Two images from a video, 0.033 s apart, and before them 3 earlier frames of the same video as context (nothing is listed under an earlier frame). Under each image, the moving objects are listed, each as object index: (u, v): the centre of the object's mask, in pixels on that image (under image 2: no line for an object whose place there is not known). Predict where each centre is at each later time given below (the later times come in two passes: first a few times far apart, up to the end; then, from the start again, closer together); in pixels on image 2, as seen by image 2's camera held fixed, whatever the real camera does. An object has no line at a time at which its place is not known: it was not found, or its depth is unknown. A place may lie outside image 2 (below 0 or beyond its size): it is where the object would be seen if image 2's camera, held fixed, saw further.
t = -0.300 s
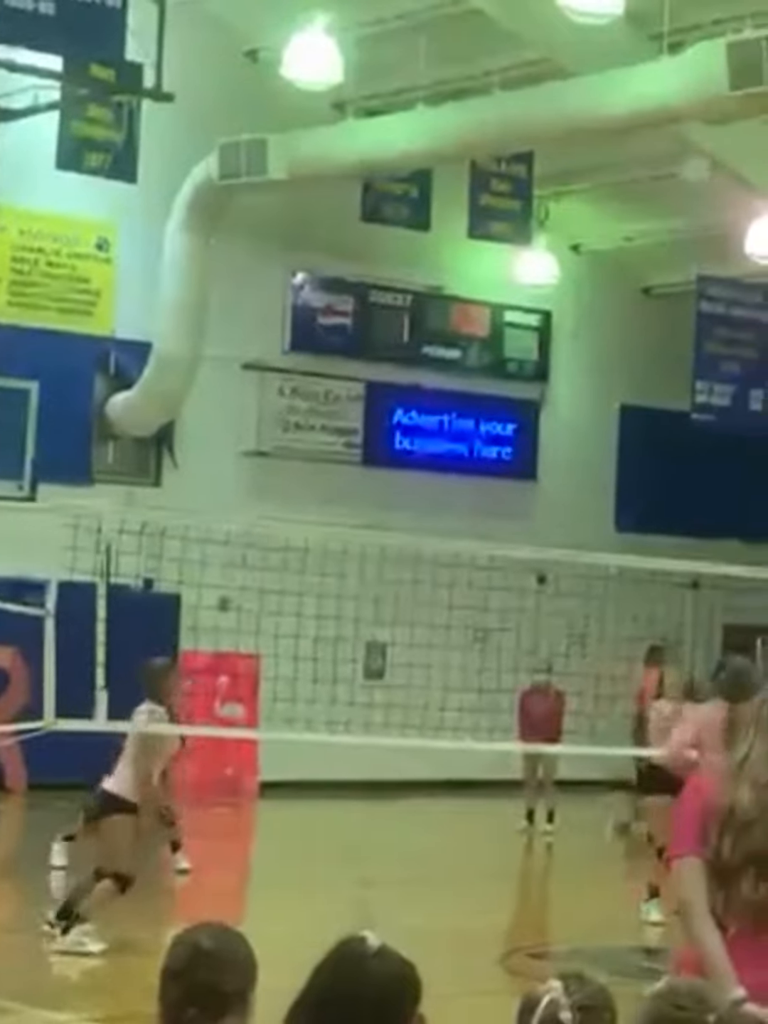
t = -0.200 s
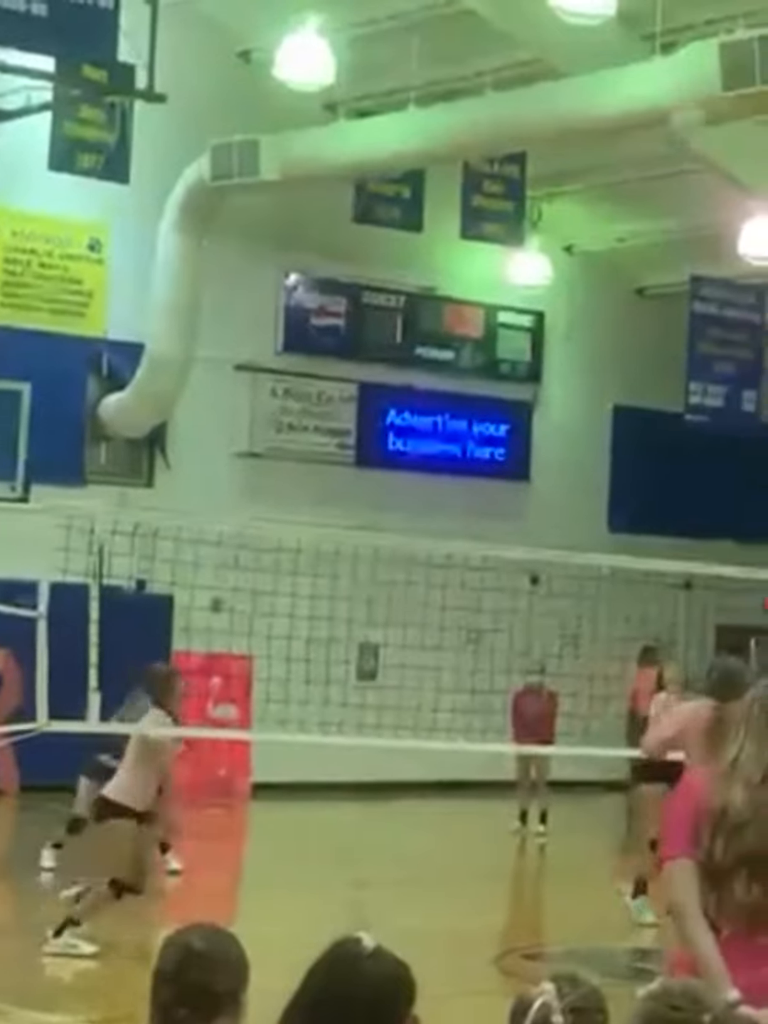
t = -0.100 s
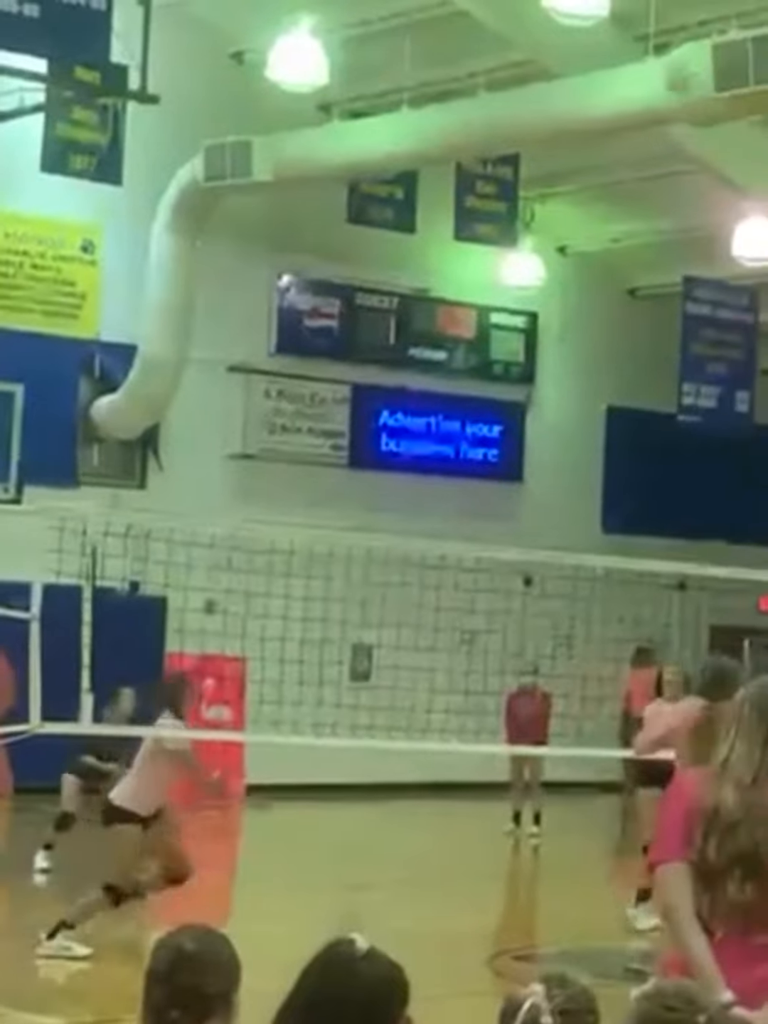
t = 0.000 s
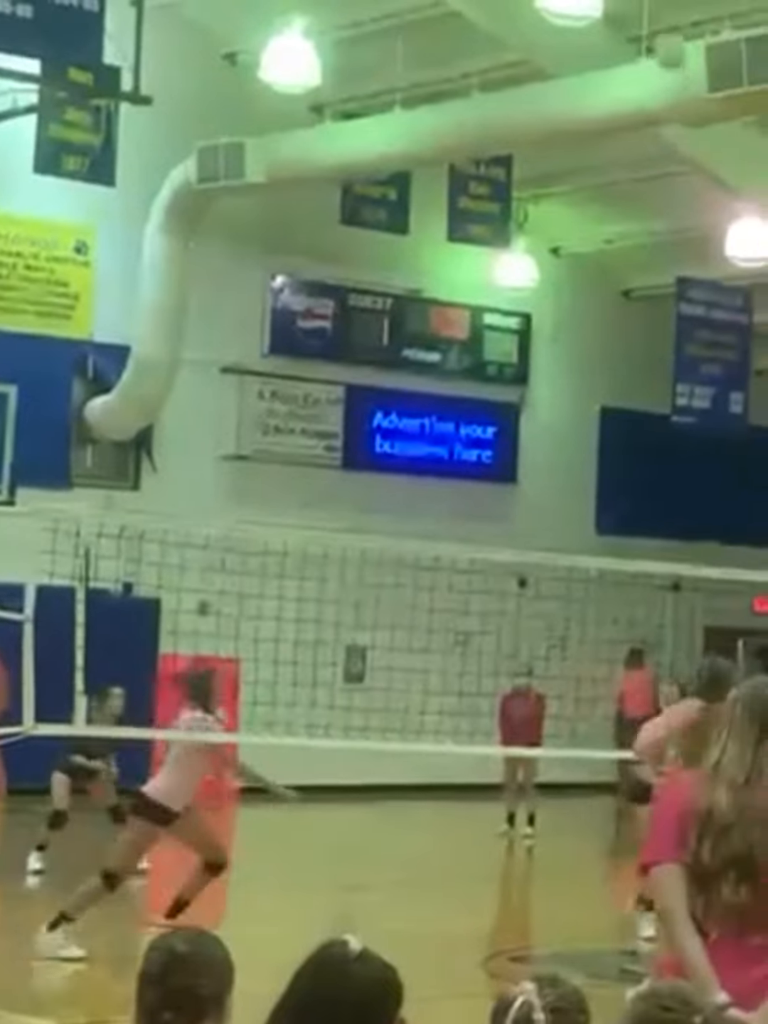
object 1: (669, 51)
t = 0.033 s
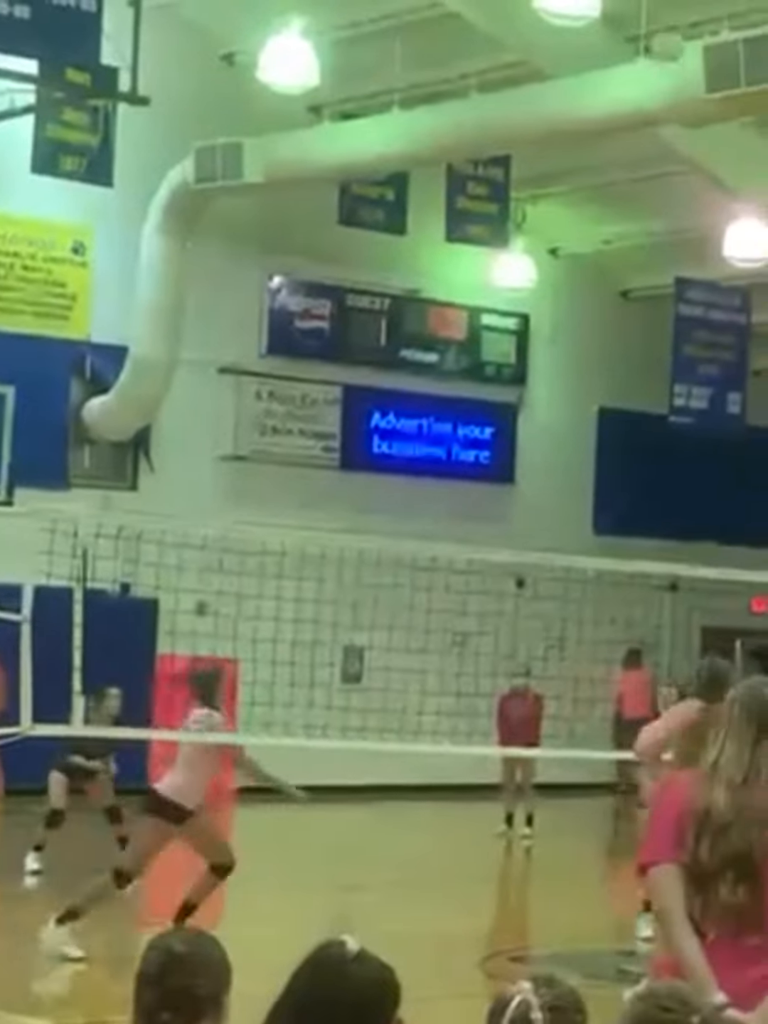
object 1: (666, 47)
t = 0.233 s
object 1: (659, 50)
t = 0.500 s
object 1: (651, 146)
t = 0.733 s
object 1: (635, 324)
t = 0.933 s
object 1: (628, 526)
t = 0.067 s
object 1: (664, 42)
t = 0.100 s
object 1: (664, 42)
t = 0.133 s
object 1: (663, 42)
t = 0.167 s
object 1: (663, 42)
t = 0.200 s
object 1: (661, 45)
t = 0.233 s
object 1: (659, 50)
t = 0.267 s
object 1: (659, 56)
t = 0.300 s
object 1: (659, 64)
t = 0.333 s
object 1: (658, 74)
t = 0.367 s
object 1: (655, 88)
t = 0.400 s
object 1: (659, 95)
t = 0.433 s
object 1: (657, 122)
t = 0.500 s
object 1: (651, 146)
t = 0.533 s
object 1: (647, 165)
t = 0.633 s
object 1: (638, 236)
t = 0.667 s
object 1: (638, 265)
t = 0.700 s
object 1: (638, 294)
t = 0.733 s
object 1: (635, 324)
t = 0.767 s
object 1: (632, 358)
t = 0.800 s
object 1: (629, 395)
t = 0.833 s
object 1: (628, 433)
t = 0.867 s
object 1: (625, 472)
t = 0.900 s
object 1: (623, 512)
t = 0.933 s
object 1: (628, 526)
